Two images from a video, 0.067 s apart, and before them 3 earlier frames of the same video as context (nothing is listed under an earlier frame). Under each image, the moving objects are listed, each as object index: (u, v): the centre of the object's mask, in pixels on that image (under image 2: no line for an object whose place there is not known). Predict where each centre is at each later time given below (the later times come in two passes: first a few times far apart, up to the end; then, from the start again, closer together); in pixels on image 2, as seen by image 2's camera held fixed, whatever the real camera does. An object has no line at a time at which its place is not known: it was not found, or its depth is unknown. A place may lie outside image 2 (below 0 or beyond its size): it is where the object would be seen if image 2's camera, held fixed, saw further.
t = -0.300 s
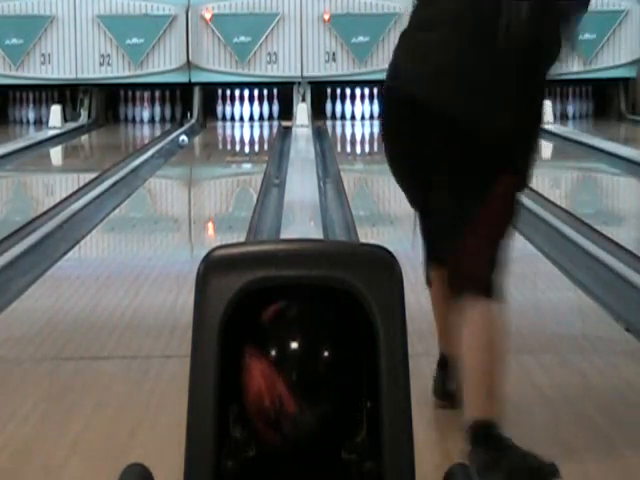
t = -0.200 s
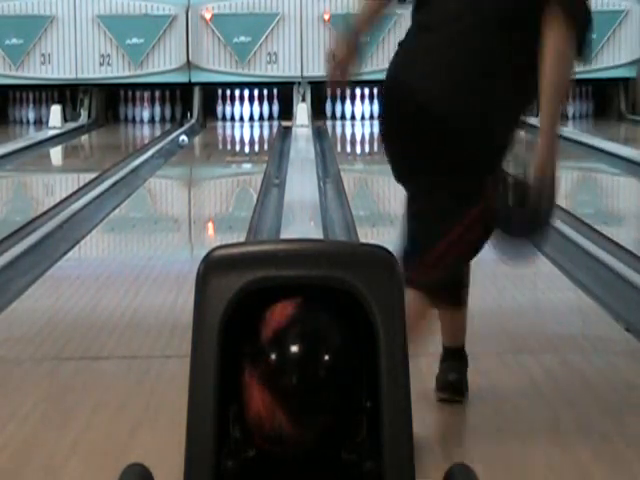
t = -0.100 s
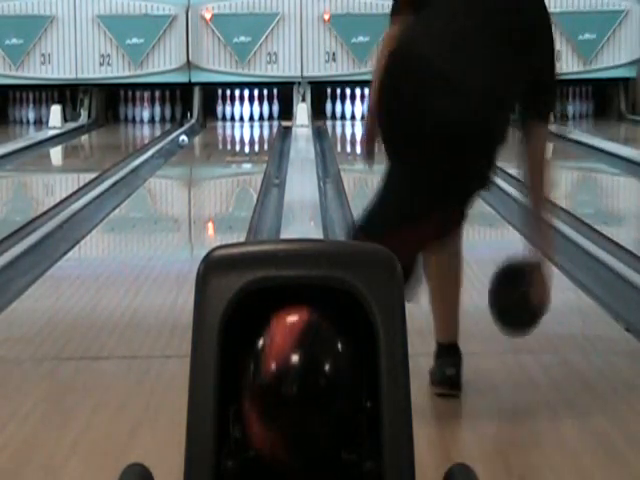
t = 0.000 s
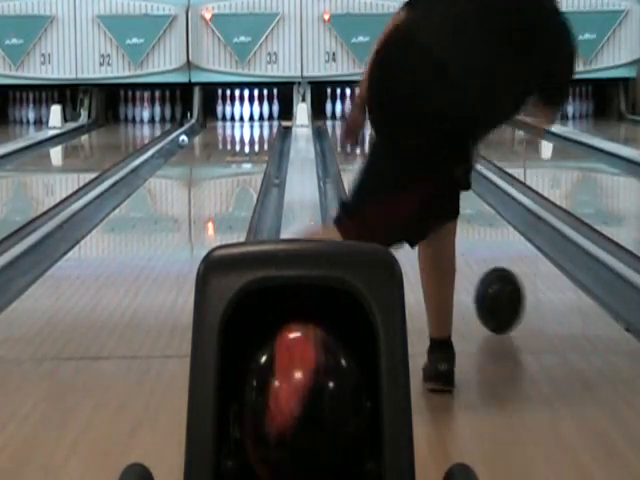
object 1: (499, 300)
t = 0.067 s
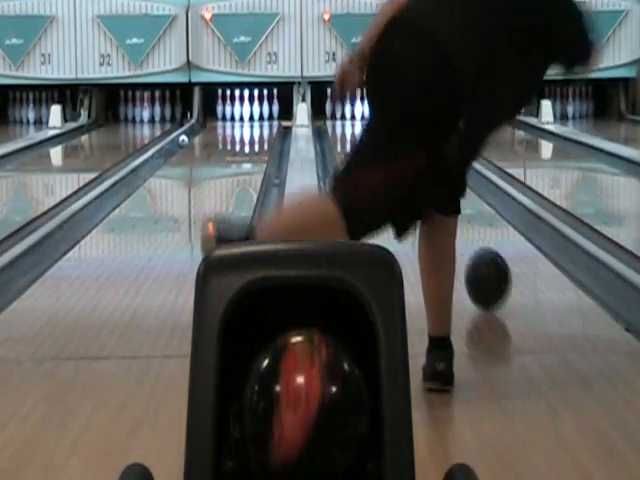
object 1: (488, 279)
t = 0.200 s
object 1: (471, 248)
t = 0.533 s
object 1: (434, 192)
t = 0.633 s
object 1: (433, 181)
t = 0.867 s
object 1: (421, 162)
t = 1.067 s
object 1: (410, 149)
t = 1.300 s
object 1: (400, 137)
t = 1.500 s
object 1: (392, 129)
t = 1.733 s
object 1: (381, 121)
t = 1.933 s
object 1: (372, 115)
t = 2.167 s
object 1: (366, 111)
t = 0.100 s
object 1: (482, 271)
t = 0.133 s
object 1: (478, 263)
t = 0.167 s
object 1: (474, 255)
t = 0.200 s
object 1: (471, 248)
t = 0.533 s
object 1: (434, 192)
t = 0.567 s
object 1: (436, 187)
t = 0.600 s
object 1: (436, 184)
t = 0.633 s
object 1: (433, 181)
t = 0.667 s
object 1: (431, 177)
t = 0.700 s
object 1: (429, 175)
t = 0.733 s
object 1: (428, 172)
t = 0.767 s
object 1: (426, 169)
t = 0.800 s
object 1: (424, 167)
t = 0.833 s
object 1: (422, 164)
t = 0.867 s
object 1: (421, 162)
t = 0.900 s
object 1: (418, 159)
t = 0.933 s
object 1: (417, 157)
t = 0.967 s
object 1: (415, 155)
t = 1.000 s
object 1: (413, 152)
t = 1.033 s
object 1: (412, 151)
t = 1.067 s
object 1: (410, 149)
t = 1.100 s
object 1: (409, 147)
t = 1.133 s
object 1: (407, 145)
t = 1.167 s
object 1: (406, 144)
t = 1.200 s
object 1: (404, 142)
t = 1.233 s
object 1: (403, 141)
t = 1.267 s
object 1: (402, 139)
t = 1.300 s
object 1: (400, 137)
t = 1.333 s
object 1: (399, 135)
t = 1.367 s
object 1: (398, 135)
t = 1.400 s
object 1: (396, 133)
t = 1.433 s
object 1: (396, 132)
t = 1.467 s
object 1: (393, 132)
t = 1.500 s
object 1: (392, 129)
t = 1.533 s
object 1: (391, 127)
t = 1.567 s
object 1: (390, 127)
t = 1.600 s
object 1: (389, 124)
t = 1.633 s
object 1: (387, 123)
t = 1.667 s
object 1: (385, 123)
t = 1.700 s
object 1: (383, 122)
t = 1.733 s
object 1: (381, 121)
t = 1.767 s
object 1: (381, 119)
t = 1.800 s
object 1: (378, 118)
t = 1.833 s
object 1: (376, 117)
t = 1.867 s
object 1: (375, 116)
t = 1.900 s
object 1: (374, 116)
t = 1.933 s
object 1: (372, 115)
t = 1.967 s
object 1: (370, 114)
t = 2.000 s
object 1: (369, 114)
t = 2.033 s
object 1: (366, 113)
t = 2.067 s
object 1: (365, 112)
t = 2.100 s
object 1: (364, 111)
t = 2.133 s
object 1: (364, 111)
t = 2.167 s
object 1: (366, 111)
